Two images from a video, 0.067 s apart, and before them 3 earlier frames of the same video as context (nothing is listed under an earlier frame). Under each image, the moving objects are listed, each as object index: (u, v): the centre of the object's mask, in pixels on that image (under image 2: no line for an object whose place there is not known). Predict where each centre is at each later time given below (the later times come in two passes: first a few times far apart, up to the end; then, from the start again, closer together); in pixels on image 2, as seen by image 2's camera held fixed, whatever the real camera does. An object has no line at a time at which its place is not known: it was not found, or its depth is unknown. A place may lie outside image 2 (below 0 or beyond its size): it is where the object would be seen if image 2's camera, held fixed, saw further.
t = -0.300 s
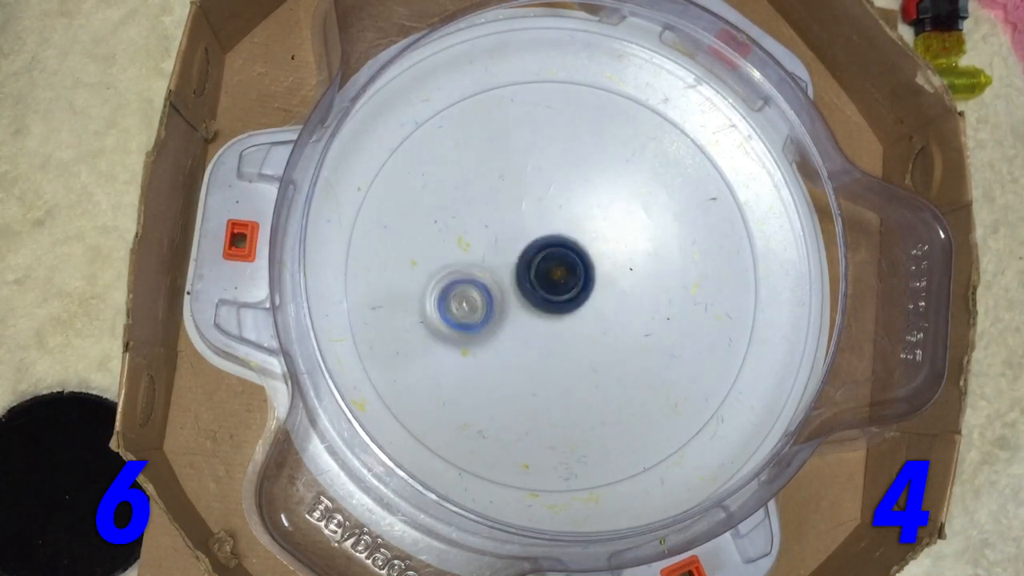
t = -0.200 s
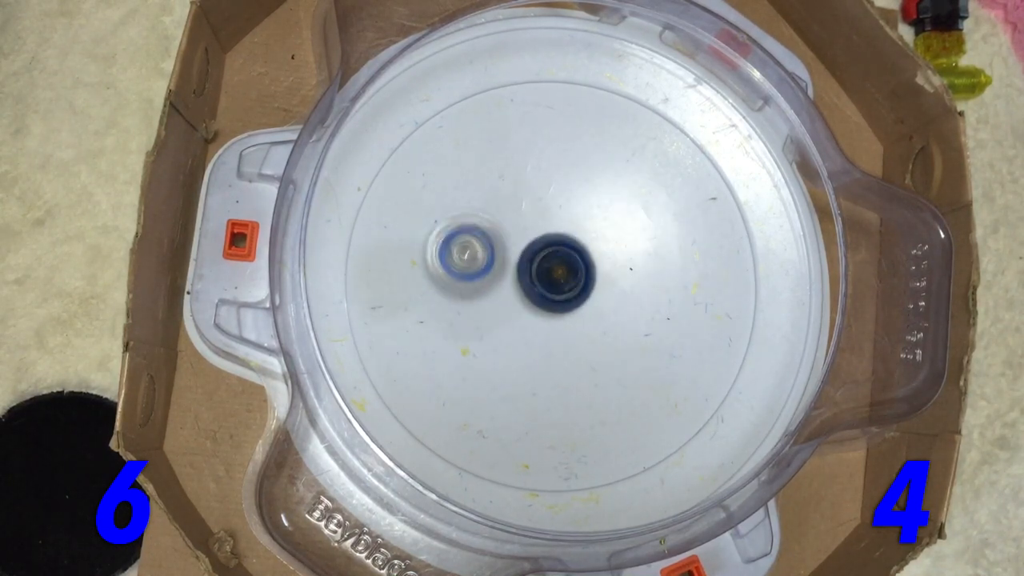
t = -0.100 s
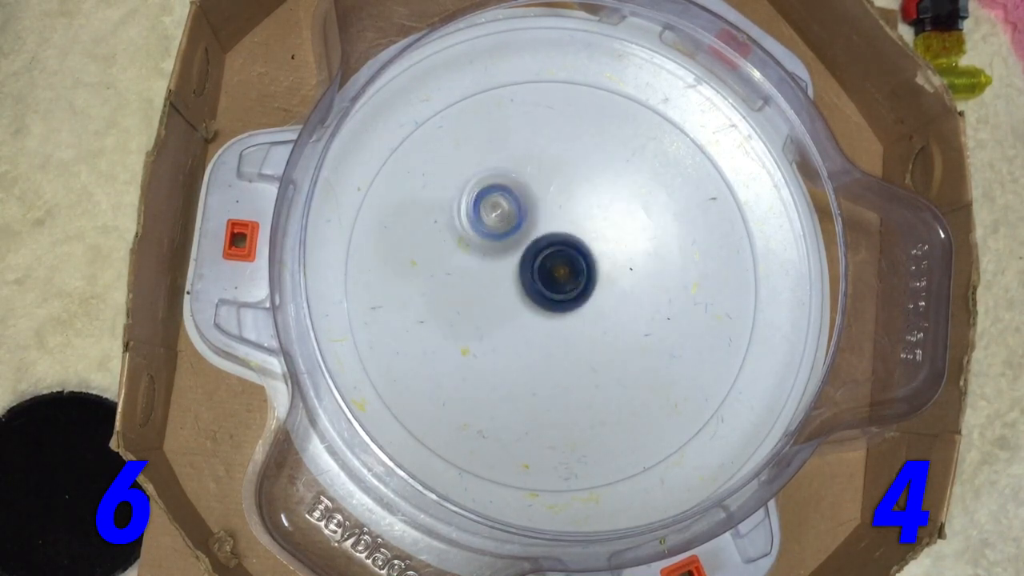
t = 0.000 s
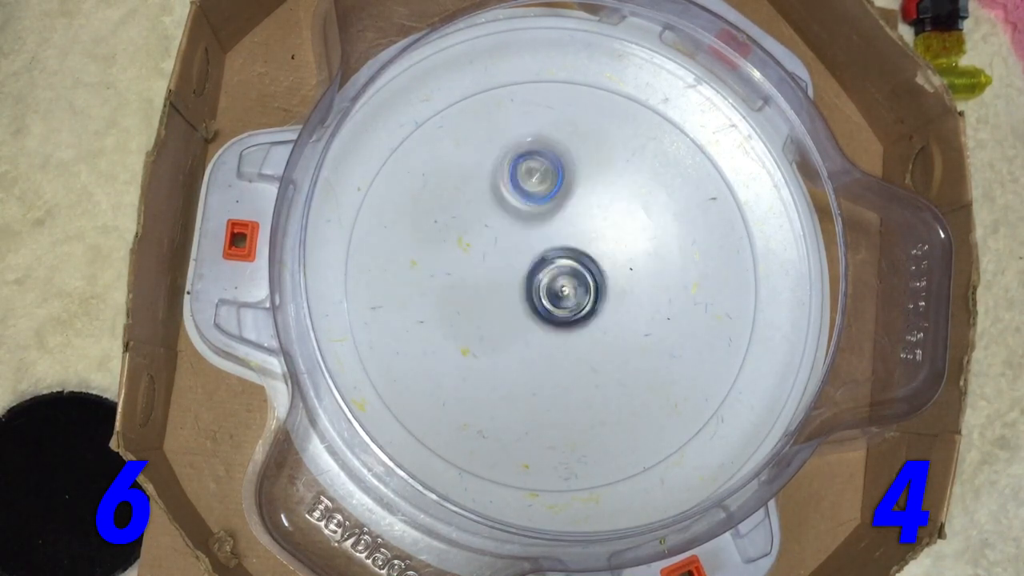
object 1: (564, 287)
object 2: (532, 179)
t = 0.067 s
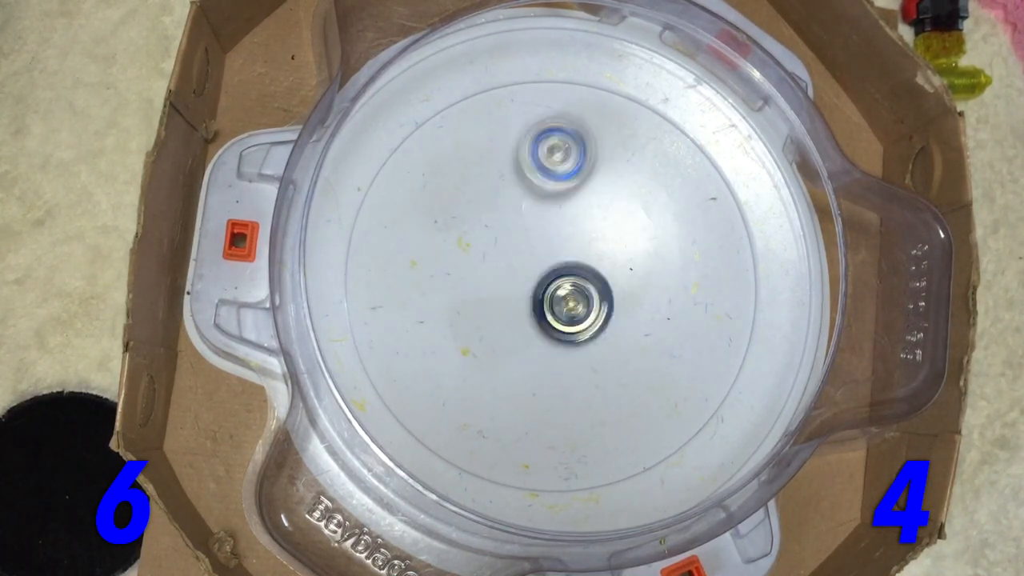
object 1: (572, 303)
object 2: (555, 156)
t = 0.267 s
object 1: (567, 302)
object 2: (634, 159)
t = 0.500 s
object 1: (556, 288)
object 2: (637, 280)
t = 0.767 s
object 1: (531, 279)
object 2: (582, 372)
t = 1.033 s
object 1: (566, 274)
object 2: (487, 305)
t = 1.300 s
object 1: (572, 277)
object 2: (517, 204)
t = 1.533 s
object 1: (561, 302)
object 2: (609, 193)
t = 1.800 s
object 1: (559, 299)
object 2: (648, 262)
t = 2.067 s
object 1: (500, 300)
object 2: (620, 299)
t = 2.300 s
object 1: (509, 282)
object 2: (610, 271)
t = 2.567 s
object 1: (515, 269)
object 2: (634, 230)
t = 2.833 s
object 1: (532, 286)
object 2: (621, 255)
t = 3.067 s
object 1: (496, 327)
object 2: (624, 270)
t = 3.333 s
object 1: (497, 308)
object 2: (585, 251)
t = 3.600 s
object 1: (541, 269)
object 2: (612, 233)
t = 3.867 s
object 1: (510, 283)
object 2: (618, 262)
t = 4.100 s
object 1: (503, 283)
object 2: (578, 296)
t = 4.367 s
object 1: (499, 254)
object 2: (642, 312)
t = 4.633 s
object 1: (542, 301)
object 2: (641, 256)
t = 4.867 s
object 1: (520, 352)
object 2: (626, 227)
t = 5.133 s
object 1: (550, 328)
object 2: (589, 265)
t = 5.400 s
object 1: (564, 329)
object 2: (585, 232)
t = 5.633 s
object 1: (576, 316)
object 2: (566, 245)
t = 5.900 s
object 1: (590, 350)
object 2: (534, 219)
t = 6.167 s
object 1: (568, 325)
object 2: (548, 238)
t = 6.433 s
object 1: (561, 307)
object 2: (553, 241)
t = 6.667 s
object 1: (561, 307)
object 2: (559, 240)
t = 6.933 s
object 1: (561, 307)
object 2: (555, 242)
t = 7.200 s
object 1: (561, 307)
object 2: (555, 242)
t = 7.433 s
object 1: (561, 307)
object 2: (555, 242)
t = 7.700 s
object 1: (561, 307)
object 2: (555, 242)
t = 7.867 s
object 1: (561, 307)
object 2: (555, 242)
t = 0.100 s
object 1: (570, 306)
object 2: (567, 149)
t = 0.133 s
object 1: (569, 310)
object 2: (582, 144)
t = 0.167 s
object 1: (570, 308)
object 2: (594, 143)
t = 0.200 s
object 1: (566, 307)
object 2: (608, 145)
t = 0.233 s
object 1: (566, 307)
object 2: (621, 150)
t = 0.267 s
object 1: (567, 302)
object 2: (634, 159)
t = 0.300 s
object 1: (564, 300)
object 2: (644, 172)
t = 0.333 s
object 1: (566, 299)
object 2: (652, 187)
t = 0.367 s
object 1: (566, 294)
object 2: (652, 210)
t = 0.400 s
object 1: (563, 292)
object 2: (652, 228)
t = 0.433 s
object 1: (565, 291)
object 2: (648, 247)
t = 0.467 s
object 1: (564, 286)
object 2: (642, 263)
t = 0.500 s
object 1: (556, 288)
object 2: (637, 280)
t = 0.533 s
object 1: (545, 287)
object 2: (639, 295)
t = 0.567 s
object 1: (533, 284)
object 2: (639, 309)
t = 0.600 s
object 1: (528, 284)
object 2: (635, 324)
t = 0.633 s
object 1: (526, 280)
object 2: (630, 337)
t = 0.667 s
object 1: (524, 279)
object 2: (621, 350)
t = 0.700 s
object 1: (528, 278)
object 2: (609, 360)
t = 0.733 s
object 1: (528, 276)
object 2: (596, 367)
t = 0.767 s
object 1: (531, 279)
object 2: (582, 372)
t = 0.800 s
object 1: (535, 276)
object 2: (566, 373)
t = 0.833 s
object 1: (536, 278)
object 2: (551, 370)
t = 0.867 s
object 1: (543, 276)
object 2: (537, 366)
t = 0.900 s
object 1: (545, 275)
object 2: (523, 357)
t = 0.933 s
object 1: (552, 276)
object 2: (510, 345)
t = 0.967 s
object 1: (557, 274)
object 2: (500, 332)
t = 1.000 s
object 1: (560, 275)
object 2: (492, 319)
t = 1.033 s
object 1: (566, 274)
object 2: (487, 305)
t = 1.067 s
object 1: (567, 272)
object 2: (483, 291)
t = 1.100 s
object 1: (572, 274)
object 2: (481, 276)
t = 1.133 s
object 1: (575, 274)
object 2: (481, 262)
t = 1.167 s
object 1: (573, 275)
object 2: (483, 247)
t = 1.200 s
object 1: (575, 277)
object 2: (488, 234)
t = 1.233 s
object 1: (573, 276)
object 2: (495, 223)
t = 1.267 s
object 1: (572, 278)
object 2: (506, 211)
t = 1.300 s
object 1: (572, 277)
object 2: (517, 204)
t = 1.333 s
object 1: (569, 278)
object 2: (531, 197)
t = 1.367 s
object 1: (570, 279)
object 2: (545, 195)
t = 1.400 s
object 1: (568, 277)
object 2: (558, 195)
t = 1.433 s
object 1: (565, 279)
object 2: (572, 197)
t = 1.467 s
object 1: (566, 280)
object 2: (586, 201)
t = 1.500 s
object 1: (561, 291)
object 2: (598, 195)
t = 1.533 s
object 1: (561, 302)
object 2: (609, 193)
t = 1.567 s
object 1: (559, 304)
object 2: (621, 194)
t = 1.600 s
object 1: (557, 307)
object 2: (629, 197)
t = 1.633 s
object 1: (558, 307)
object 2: (639, 203)
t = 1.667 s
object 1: (556, 305)
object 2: (647, 211)
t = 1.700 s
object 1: (556, 306)
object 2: (652, 222)
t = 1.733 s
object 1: (557, 302)
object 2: (654, 233)
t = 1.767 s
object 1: (556, 300)
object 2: (652, 247)
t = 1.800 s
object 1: (559, 299)
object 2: (648, 262)
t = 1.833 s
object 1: (560, 295)
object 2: (639, 275)
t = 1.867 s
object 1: (551, 301)
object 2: (636, 281)
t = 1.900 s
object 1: (544, 303)
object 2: (635, 287)
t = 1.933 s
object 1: (535, 303)
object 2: (631, 293)
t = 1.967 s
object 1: (530, 305)
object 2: (624, 300)
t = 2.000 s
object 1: (530, 301)
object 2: (614, 303)
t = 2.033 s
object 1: (513, 299)
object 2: (615, 302)
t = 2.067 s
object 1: (500, 300)
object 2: (620, 299)
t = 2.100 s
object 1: (494, 296)
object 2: (621, 296)
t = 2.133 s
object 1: (488, 292)
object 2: (622, 293)
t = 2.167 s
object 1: (488, 291)
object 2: (621, 289)
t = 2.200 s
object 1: (493, 288)
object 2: (620, 286)
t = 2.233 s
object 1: (495, 285)
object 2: (617, 282)
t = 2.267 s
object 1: (501, 285)
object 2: (613, 277)
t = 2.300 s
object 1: (509, 282)
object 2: (610, 271)
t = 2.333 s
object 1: (512, 279)
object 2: (605, 264)
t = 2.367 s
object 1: (518, 278)
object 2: (601, 258)
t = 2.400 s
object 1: (523, 273)
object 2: (599, 251)
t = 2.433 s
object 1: (514, 272)
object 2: (606, 244)
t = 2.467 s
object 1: (512, 272)
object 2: (615, 238)
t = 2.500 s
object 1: (511, 269)
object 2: (622, 233)
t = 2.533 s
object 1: (511, 269)
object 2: (629, 229)
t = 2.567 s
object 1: (515, 269)
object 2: (634, 230)
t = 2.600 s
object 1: (517, 269)
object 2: (636, 230)
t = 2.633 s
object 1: (520, 271)
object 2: (639, 233)
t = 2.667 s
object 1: (528, 270)
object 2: (637, 238)
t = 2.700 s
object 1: (530, 272)
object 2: (634, 242)
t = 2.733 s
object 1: (538, 275)
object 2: (627, 248)
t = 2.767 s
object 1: (541, 276)
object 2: (622, 252)
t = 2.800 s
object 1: (539, 281)
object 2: (620, 255)
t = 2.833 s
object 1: (532, 286)
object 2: (621, 255)
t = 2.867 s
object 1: (519, 293)
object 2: (627, 257)
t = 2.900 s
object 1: (512, 301)
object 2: (631, 257)
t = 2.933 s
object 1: (507, 306)
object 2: (635, 260)
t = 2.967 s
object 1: (501, 314)
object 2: (635, 262)
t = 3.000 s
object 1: (501, 321)
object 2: (633, 265)
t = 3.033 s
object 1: (496, 323)
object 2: (631, 267)
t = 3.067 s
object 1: (496, 327)
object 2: (624, 270)
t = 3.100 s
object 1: (497, 324)
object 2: (617, 273)
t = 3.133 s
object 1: (498, 324)
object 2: (607, 275)
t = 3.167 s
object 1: (504, 321)
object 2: (598, 274)
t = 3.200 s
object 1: (506, 318)
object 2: (587, 273)
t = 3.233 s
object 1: (513, 316)
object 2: (579, 272)
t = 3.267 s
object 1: (507, 314)
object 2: (576, 264)
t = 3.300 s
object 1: (500, 315)
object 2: (581, 256)
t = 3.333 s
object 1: (497, 308)
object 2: (585, 251)
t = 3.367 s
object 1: (497, 306)
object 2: (590, 243)
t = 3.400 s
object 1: (499, 298)
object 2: (594, 237)
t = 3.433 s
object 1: (503, 296)
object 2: (597, 232)
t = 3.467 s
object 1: (510, 287)
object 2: (602, 229)
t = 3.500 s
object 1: (517, 285)
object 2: (606, 228)
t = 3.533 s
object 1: (526, 277)
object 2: (608, 228)
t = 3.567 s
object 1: (534, 274)
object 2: (610, 231)
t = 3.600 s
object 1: (541, 269)
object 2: (612, 233)
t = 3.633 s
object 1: (541, 275)
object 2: (617, 231)
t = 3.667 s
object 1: (542, 273)
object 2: (618, 231)
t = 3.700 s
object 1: (541, 278)
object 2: (615, 234)
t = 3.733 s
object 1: (540, 278)
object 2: (611, 239)
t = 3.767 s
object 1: (529, 280)
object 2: (613, 245)
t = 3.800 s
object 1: (521, 280)
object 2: (617, 250)
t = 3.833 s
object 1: (517, 282)
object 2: (619, 255)
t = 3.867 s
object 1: (510, 283)
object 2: (618, 262)
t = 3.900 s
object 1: (509, 285)
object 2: (616, 270)
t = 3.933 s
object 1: (503, 288)
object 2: (612, 276)
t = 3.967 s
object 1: (503, 287)
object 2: (605, 282)
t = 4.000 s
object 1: (502, 287)
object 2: (596, 287)
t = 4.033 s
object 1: (504, 283)
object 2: (586, 291)
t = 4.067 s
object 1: (506, 285)
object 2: (581, 292)
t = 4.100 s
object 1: (503, 283)
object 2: (578, 296)
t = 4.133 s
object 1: (498, 275)
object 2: (585, 301)
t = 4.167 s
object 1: (485, 269)
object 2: (601, 308)
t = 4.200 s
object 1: (473, 259)
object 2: (617, 313)
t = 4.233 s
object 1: (473, 249)
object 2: (626, 315)
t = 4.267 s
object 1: (477, 246)
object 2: (631, 316)
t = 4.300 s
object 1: (483, 246)
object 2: (635, 315)
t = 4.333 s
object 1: (491, 249)
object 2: (639, 315)
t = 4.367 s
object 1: (499, 254)
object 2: (642, 312)
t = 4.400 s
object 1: (505, 257)
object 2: (645, 308)
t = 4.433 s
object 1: (512, 259)
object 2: (646, 303)
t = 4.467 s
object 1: (522, 263)
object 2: (646, 296)
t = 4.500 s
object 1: (530, 270)
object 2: (644, 289)
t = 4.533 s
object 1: (539, 274)
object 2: (640, 283)
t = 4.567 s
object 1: (549, 280)
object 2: (636, 277)
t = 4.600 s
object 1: (556, 288)
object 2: (632, 269)
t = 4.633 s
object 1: (542, 301)
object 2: (641, 256)
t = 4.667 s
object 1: (535, 313)
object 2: (650, 245)
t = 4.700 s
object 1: (528, 326)
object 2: (652, 235)
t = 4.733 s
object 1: (522, 337)
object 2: (648, 229)
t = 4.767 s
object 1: (519, 342)
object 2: (642, 226)
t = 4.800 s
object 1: (521, 347)
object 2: (637, 224)
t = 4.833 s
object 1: (521, 351)
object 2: (631, 224)
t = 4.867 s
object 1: (520, 352)
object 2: (626, 227)
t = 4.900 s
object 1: (523, 351)
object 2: (619, 230)
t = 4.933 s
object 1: (527, 351)
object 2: (612, 235)
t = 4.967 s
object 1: (530, 351)
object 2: (606, 240)
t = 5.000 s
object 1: (532, 347)
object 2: (602, 244)
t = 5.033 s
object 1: (538, 343)
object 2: (598, 250)
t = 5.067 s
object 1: (542, 340)
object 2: (594, 256)
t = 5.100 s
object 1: (546, 334)
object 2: (591, 262)
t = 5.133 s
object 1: (550, 328)
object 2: (589, 265)
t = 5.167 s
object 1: (555, 322)
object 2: (586, 262)
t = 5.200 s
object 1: (556, 331)
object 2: (587, 252)
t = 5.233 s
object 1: (554, 333)
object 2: (588, 244)
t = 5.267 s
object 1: (555, 332)
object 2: (586, 238)
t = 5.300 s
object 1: (558, 332)
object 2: (588, 233)
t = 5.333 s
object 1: (559, 332)
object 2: (587, 232)
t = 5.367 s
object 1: (560, 330)
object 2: (585, 231)
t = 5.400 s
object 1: (564, 329)
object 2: (585, 232)
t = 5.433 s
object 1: (565, 329)
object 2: (583, 232)
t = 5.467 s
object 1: (564, 327)
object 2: (581, 239)
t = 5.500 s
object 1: (565, 323)
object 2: (579, 244)
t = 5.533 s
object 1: (568, 318)
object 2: (577, 247)
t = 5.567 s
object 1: (571, 317)
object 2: (575, 249)
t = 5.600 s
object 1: (573, 318)
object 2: (571, 246)
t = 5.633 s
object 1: (576, 316)
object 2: (566, 245)
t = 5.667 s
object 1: (581, 316)
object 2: (563, 243)
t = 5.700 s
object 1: (582, 318)
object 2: (556, 244)
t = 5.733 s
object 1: (581, 318)
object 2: (552, 246)
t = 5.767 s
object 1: (582, 316)
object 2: (550, 246)
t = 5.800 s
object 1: (582, 329)
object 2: (545, 240)
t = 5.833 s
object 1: (583, 337)
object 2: (540, 229)
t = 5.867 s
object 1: (588, 344)
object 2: (536, 224)
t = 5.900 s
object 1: (590, 350)
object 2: (534, 219)
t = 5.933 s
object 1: (592, 353)
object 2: (533, 217)
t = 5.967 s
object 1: (592, 353)
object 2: (532, 219)
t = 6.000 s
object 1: (589, 352)
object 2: (533, 221)
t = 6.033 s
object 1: (585, 348)
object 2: (535, 224)
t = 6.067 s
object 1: (580, 342)
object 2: (537, 227)
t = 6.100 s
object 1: (575, 337)
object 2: (540, 232)
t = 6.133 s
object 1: (572, 331)
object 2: (544, 236)
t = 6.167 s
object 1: (568, 325)
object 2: (548, 238)
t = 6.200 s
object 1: (566, 320)
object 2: (554, 239)
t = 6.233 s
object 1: (565, 316)
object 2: (559, 239)
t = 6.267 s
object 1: (564, 313)
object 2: (562, 238)
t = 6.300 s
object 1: (563, 310)
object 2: (563, 237)
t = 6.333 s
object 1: (562, 308)
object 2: (562, 237)
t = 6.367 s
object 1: (562, 307)
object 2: (560, 238)
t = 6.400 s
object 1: (561, 307)
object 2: (557, 240)
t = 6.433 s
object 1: (561, 307)
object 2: (553, 241)
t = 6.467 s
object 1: (561, 307)
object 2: (551, 241)
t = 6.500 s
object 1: (561, 306)
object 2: (551, 241)
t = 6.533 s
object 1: (561, 306)
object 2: (551, 241)
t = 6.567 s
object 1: (561, 307)
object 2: (554, 241)
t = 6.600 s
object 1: (561, 307)
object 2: (557, 241)
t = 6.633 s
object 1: (561, 307)
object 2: (558, 240)
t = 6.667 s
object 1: (561, 307)
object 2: (559, 240)
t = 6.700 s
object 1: (561, 307)
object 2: (558, 241)
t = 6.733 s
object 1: (561, 307)
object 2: (556, 241)
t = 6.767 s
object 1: (561, 307)
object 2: (554, 242)
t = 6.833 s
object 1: (561, 307)
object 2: (556, 241)
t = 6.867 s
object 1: (561, 307)
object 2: (557, 241)
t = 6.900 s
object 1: (561, 307)
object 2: (555, 242)
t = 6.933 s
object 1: (561, 307)
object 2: (555, 242)
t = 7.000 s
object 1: (561, 307)
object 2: (555, 242)
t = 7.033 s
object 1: (561, 307)
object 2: (555, 242)
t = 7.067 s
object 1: (561, 307)
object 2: (555, 242)
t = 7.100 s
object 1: (561, 307)
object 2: (555, 242)
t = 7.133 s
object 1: (561, 307)
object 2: (555, 242)
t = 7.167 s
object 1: (561, 307)
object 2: (555, 242)
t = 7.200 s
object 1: (561, 307)
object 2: (555, 242)
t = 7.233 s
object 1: (561, 307)
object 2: (555, 242)
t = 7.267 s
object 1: (561, 307)
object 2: (555, 242)
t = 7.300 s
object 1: (561, 307)
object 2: (555, 242)
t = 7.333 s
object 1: (561, 307)
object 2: (555, 242)
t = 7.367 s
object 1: (561, 307)
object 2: (555, 242)
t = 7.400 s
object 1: (561, 307)
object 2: (555, 242)
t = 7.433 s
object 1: (561, 307)
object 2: (555, 242)
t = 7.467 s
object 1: (561, 307)
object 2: (555, 242)
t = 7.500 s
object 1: (561, 307)
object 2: (555, 242)
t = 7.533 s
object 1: (561, 307)
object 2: (555, 242)
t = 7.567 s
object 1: (561, 307)
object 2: (555, 242)
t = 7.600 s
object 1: (561, 307)
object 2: (555, 242)
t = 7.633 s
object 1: (561, 307)
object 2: (555, 242)
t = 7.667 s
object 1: (561, 307)
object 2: (555, 242)
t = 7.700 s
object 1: (561, 307)
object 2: (555, 242)
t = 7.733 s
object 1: (561, 307)
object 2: (555, 242)
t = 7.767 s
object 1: (561, 307)
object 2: (555, 242)
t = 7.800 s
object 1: (561, 307)
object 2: (555, 242)
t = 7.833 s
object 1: (561, 307)
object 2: (555, 242)
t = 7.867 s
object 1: (561, 307)
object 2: (555, 242)
